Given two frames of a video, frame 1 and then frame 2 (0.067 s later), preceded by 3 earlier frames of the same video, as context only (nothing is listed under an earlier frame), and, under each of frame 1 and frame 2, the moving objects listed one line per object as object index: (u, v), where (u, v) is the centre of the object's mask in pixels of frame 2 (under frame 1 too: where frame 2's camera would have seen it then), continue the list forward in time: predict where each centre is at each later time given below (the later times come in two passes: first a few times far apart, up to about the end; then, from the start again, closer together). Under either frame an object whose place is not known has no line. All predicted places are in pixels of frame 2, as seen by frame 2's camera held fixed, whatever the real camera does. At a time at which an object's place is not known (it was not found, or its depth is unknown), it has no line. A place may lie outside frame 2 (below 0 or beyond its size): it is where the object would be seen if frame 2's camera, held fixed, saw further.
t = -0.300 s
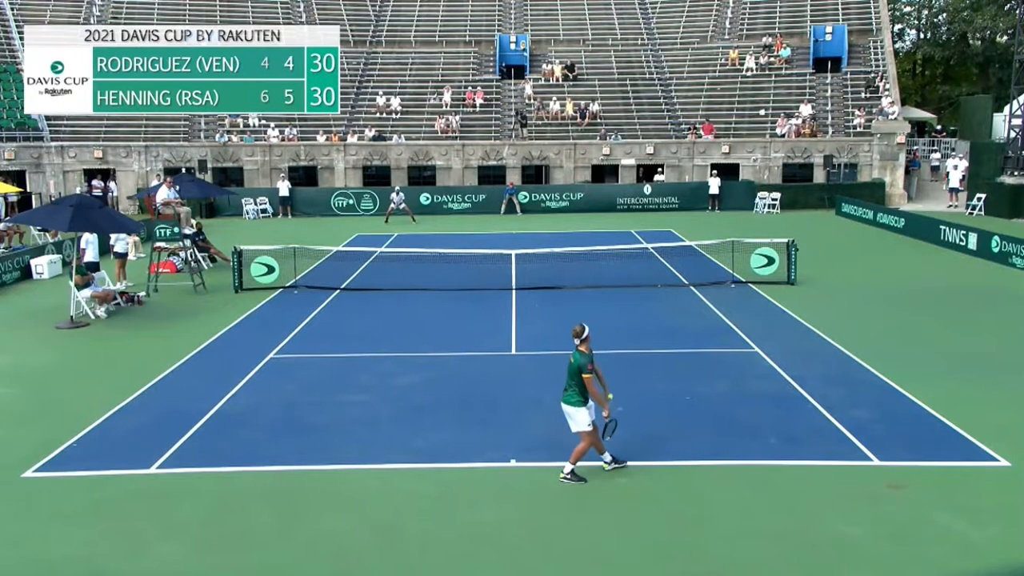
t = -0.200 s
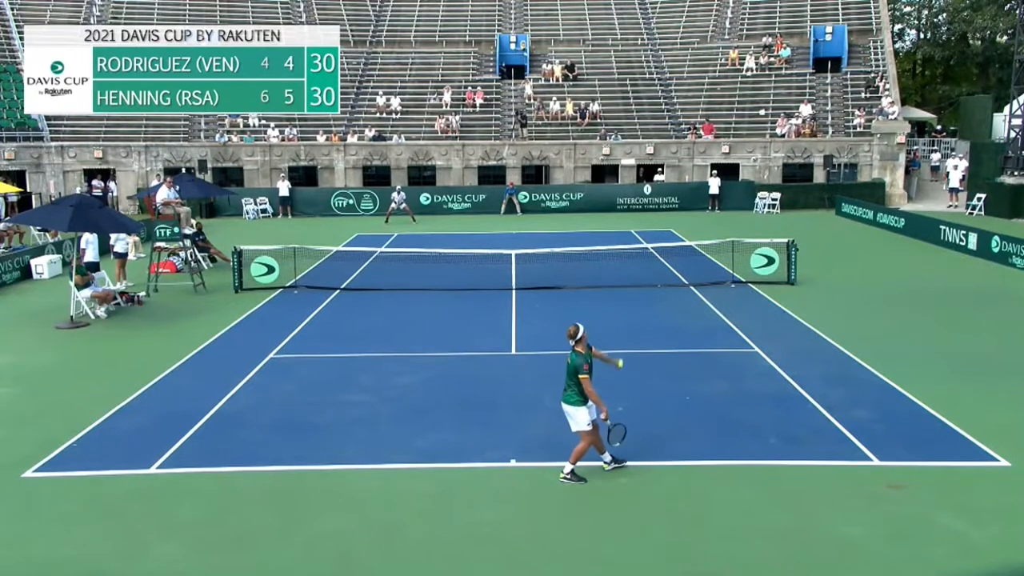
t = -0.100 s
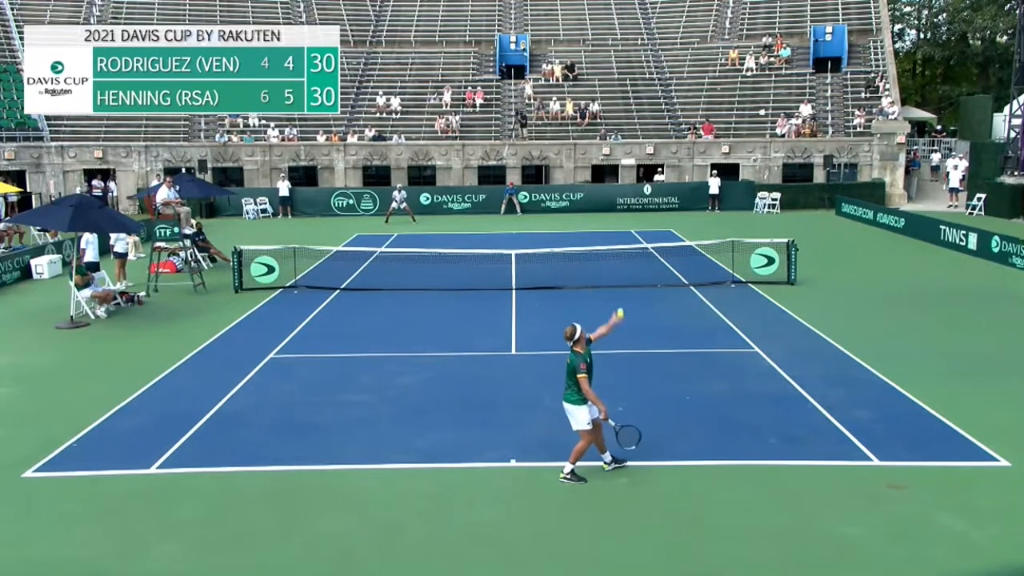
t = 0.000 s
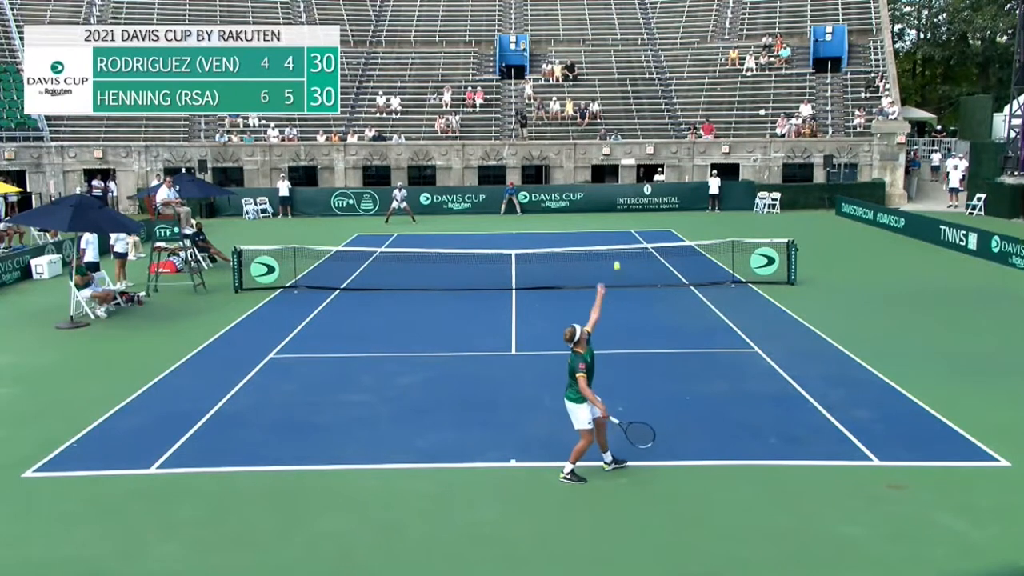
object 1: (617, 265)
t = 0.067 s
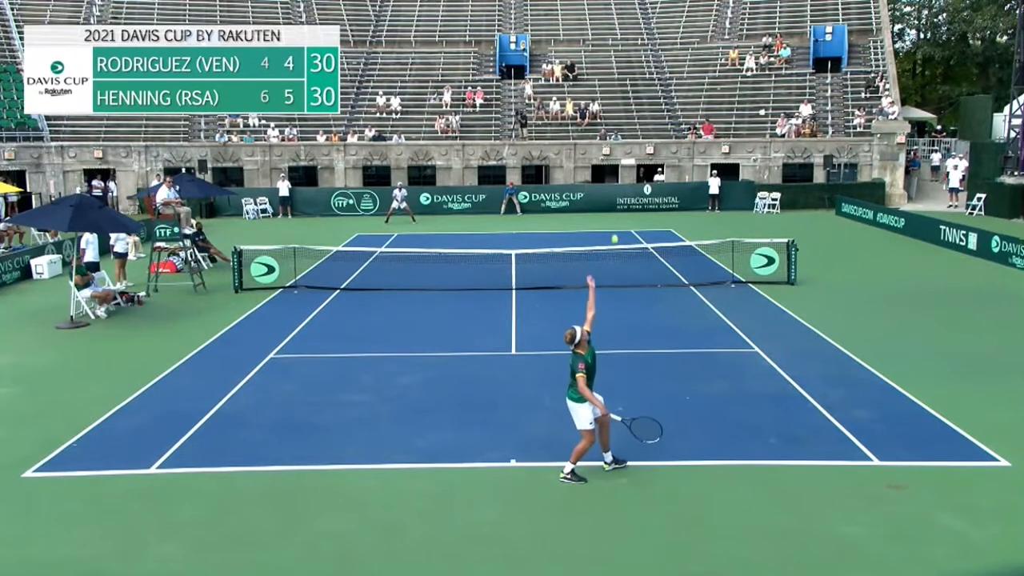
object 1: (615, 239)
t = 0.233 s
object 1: (609, 189)
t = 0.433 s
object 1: (602, 161)
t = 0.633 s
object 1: (595, 167)
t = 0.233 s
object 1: (609, 189)
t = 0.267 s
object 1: (608, 181)
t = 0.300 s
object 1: (607, 175)
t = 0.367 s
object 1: (604, 166)
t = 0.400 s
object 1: (604, 163)
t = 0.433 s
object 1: (602, 161)
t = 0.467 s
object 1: (601, 160)
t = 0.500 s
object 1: (600, 159)
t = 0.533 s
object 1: (600, 159)
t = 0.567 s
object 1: (598, 161)
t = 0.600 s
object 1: (596, 164)
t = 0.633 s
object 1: (595, 167)
